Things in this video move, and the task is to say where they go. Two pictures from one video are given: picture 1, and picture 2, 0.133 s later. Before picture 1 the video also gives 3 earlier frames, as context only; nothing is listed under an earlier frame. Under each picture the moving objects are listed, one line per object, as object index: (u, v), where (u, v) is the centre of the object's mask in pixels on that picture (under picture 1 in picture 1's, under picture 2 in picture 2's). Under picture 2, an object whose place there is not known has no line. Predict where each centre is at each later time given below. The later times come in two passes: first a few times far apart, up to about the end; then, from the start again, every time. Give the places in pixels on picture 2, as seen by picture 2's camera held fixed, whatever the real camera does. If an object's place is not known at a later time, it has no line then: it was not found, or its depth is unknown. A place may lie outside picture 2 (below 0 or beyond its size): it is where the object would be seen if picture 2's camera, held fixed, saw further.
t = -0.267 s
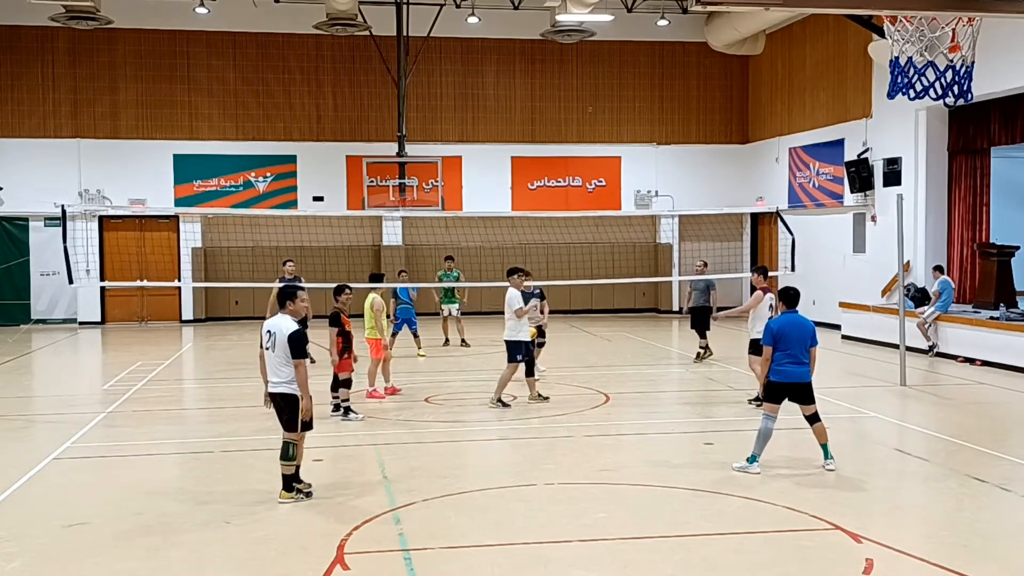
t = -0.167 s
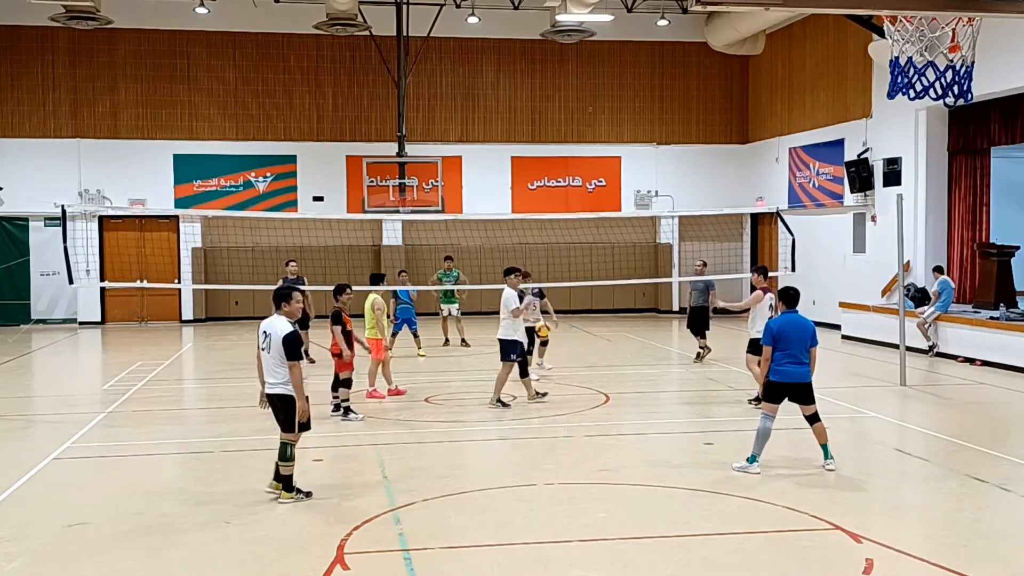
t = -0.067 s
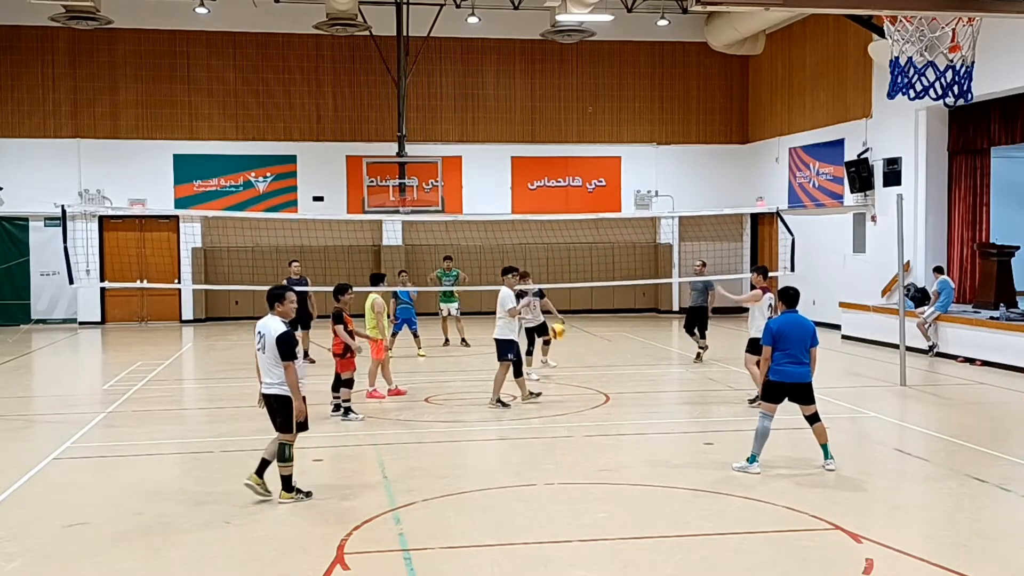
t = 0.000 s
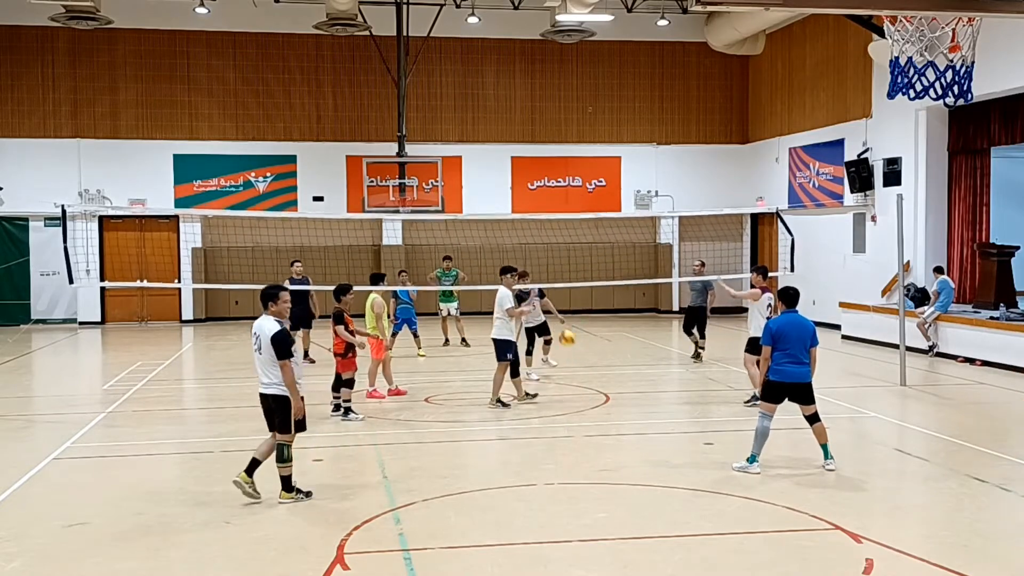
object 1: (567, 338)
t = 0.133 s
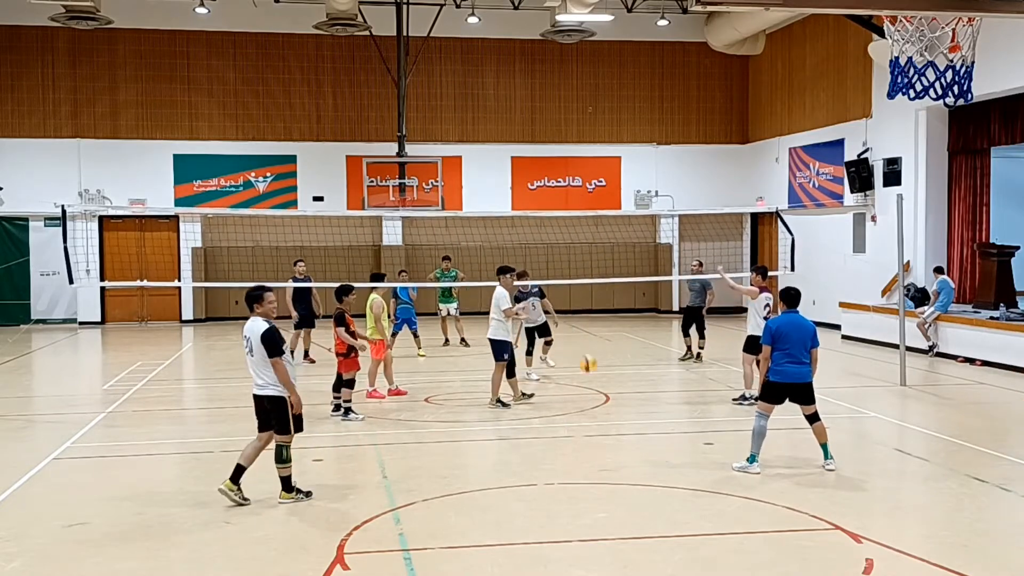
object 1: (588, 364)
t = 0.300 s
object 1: (616, 418)
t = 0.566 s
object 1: (653, 385)
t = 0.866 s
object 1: (704, 434)
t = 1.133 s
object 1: (759, 455)
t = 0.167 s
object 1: (593, 372)
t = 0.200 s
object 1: (599, 384)
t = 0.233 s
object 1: (605, 394)
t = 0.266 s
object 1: (611, 408)
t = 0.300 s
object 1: (616, 418)
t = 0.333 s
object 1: (620, 410)
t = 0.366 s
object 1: (625, 404)
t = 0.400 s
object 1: (629, 398)
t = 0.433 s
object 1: (633, 394)
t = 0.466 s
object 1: (638, 390)
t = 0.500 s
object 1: (643, 387)
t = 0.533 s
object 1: (648, 385)
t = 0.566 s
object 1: (653, 385)
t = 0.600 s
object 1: (658, 385)
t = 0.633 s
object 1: (663, 387)
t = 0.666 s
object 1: (668, 389)
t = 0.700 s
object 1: (674, 393)
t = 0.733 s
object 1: (679, 399)
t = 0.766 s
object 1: (686, 405)
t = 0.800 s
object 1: (691, 413)
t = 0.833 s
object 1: (696, 422)
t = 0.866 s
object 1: (704, 434)
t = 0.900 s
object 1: (711, 447)
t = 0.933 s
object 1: (716, 459)
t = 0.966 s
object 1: (722, 475)
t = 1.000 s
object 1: (729, 470)
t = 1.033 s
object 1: (737, 464)
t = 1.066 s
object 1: (744, 460)
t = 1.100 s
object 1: (752, 457)
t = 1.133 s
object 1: (759, 455)
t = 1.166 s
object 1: (766, 455)
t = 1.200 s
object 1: (775, 456)
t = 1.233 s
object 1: (783, 459)
